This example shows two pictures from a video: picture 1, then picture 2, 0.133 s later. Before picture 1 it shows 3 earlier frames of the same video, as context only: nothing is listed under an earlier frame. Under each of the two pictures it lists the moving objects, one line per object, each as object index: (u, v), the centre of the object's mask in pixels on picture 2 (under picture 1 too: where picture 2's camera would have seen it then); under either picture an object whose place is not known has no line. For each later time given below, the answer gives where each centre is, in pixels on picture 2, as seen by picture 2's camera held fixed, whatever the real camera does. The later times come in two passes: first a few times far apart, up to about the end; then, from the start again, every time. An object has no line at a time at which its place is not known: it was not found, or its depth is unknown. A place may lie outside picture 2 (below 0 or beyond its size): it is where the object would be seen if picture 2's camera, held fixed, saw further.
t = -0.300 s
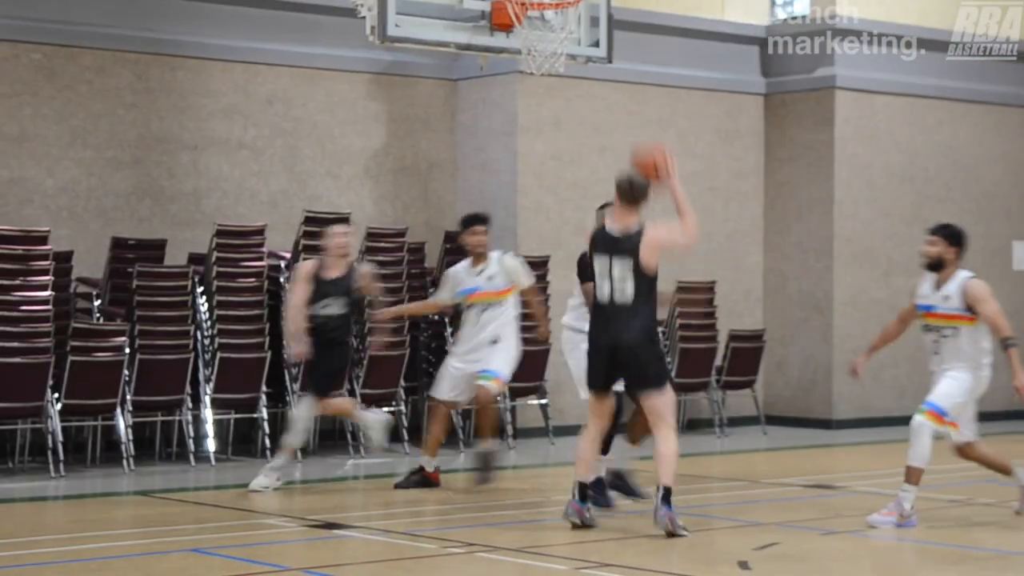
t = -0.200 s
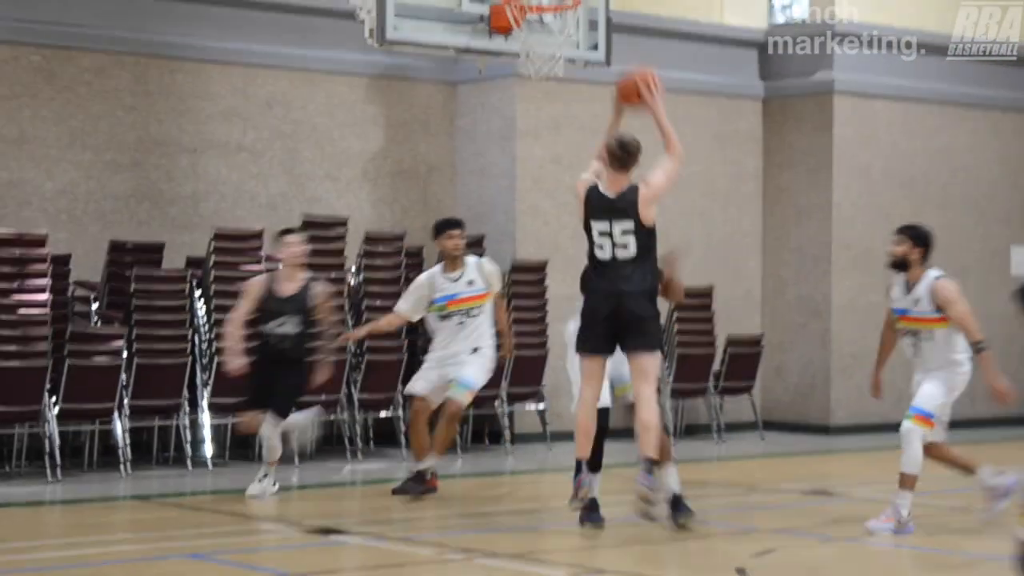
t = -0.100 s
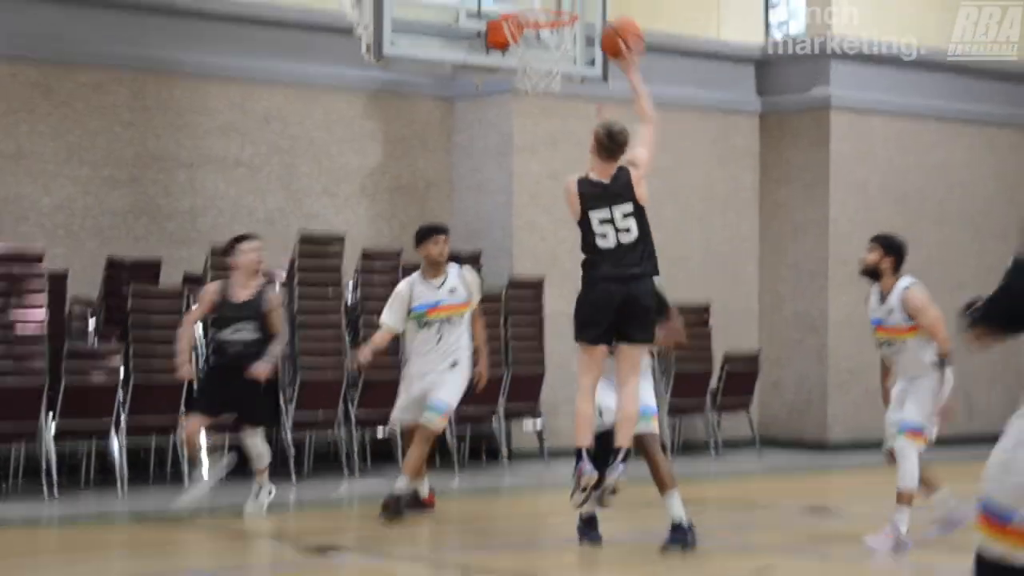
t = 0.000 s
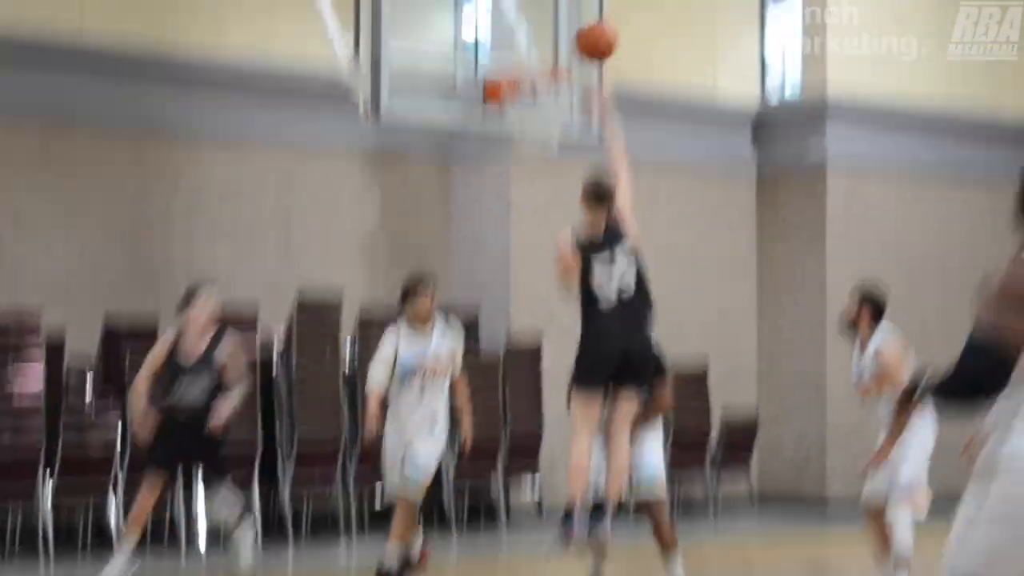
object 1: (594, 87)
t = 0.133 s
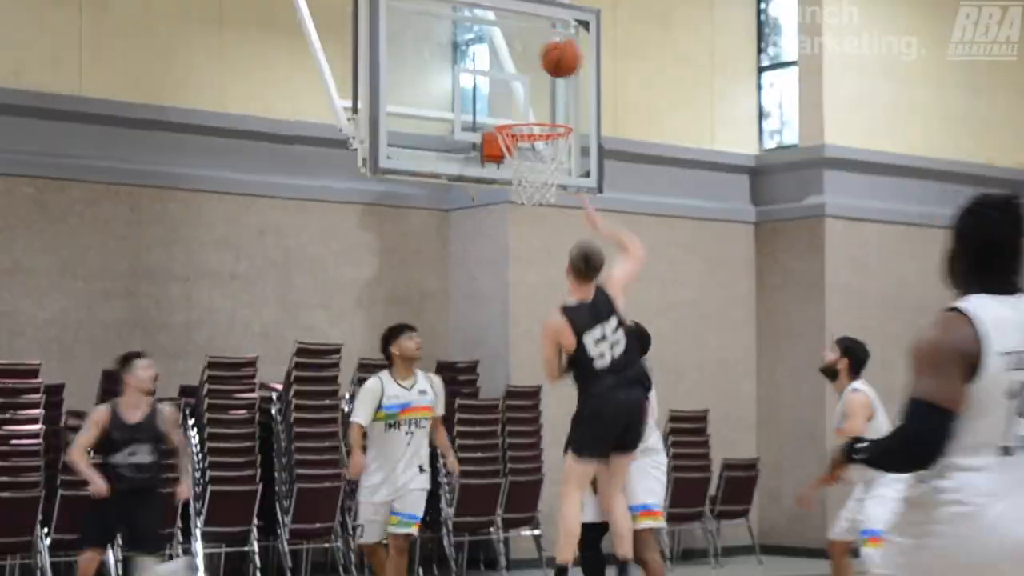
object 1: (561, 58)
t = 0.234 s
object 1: (539, 49)
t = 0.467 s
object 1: (496, 91)
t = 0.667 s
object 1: (554, 154)
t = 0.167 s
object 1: (554, 53)
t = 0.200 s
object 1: (546, 50)
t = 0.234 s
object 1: (539, 49)
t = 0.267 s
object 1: (532, 49)
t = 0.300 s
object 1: (526, 53)
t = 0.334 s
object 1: (520, 57)
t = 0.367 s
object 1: (514, 63)
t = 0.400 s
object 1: (507, 70)
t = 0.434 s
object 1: (501, 80)
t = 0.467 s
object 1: (496, 91)
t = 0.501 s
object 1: (504, 99)
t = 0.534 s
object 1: (518, 106)
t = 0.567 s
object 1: (532, 112)
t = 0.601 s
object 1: (544, 130)
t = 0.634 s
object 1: (554, 143)
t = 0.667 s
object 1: (554, 154)
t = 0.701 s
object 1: (550, 166)
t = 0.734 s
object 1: (547, 178)
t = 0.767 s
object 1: (543, 190)
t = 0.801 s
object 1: (540, 204)
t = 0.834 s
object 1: (536, 218)
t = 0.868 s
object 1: (533, 235)
